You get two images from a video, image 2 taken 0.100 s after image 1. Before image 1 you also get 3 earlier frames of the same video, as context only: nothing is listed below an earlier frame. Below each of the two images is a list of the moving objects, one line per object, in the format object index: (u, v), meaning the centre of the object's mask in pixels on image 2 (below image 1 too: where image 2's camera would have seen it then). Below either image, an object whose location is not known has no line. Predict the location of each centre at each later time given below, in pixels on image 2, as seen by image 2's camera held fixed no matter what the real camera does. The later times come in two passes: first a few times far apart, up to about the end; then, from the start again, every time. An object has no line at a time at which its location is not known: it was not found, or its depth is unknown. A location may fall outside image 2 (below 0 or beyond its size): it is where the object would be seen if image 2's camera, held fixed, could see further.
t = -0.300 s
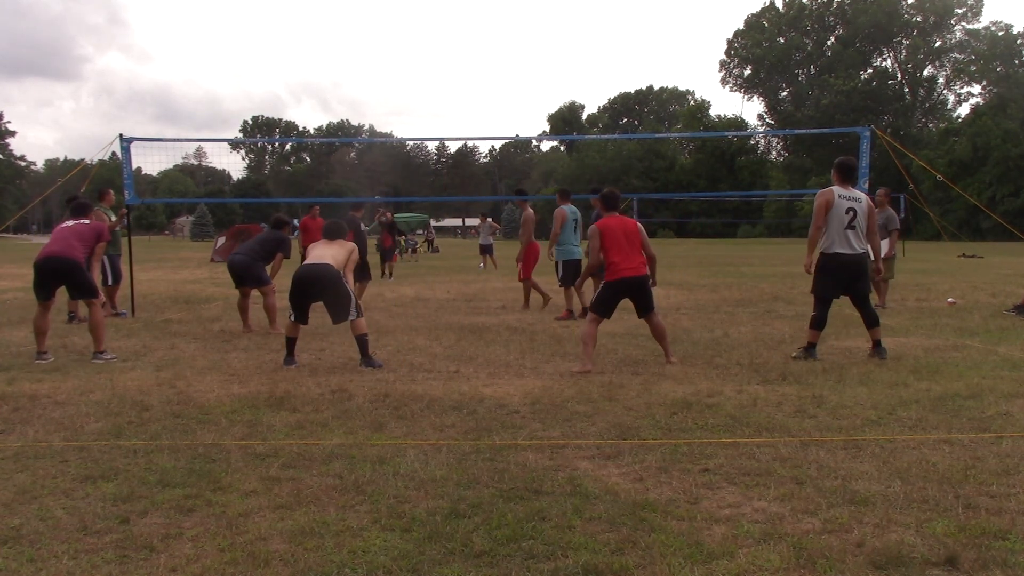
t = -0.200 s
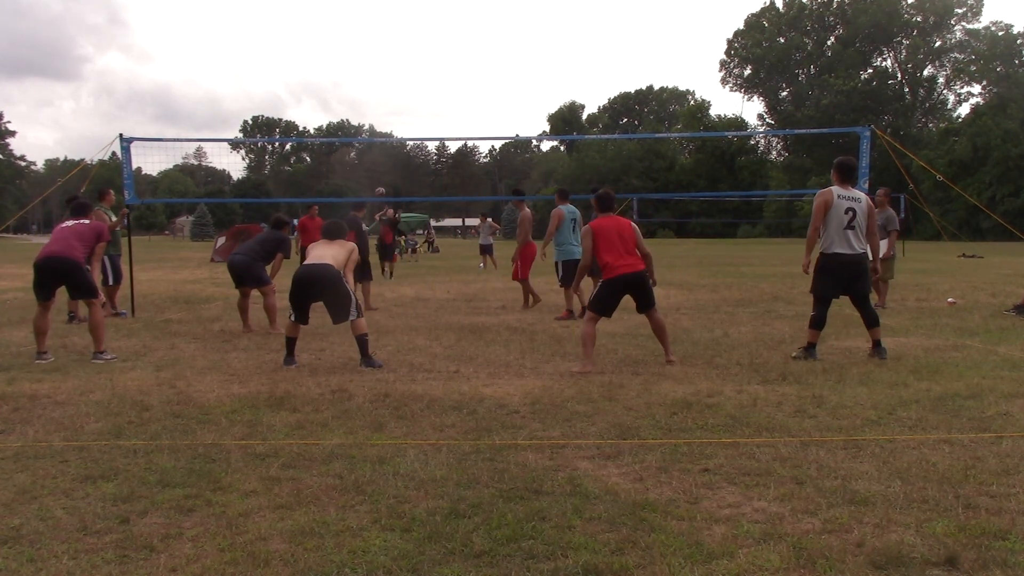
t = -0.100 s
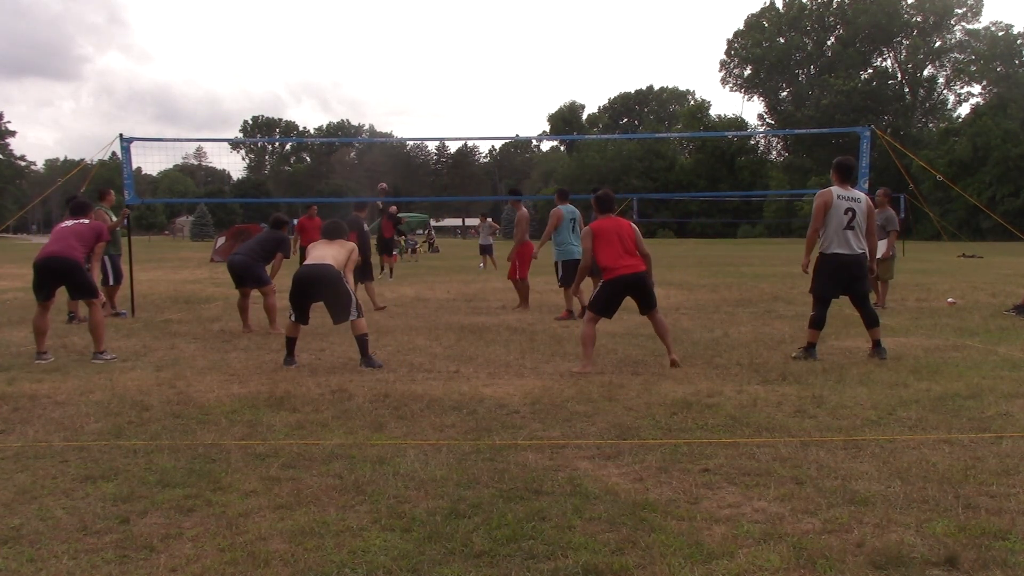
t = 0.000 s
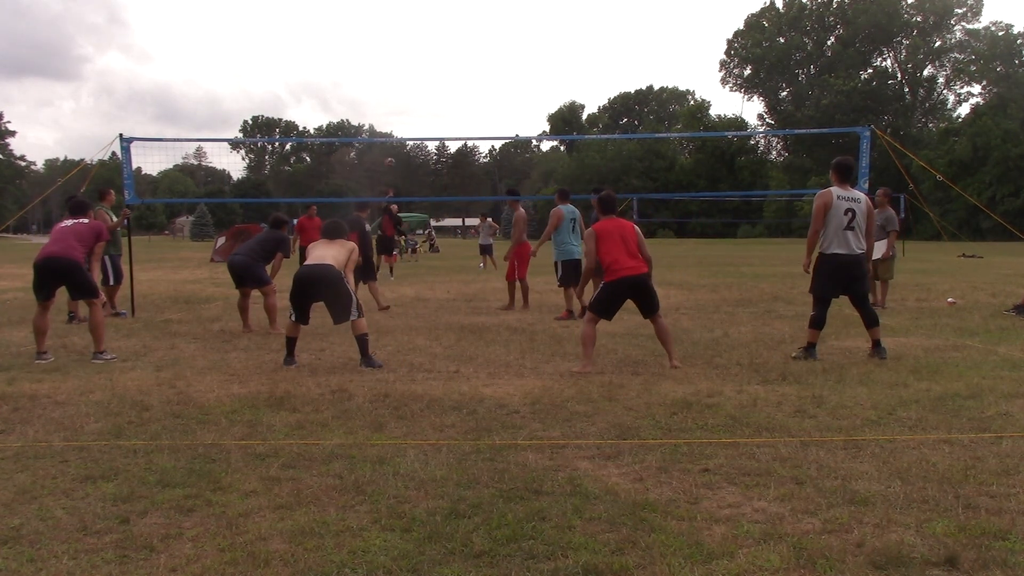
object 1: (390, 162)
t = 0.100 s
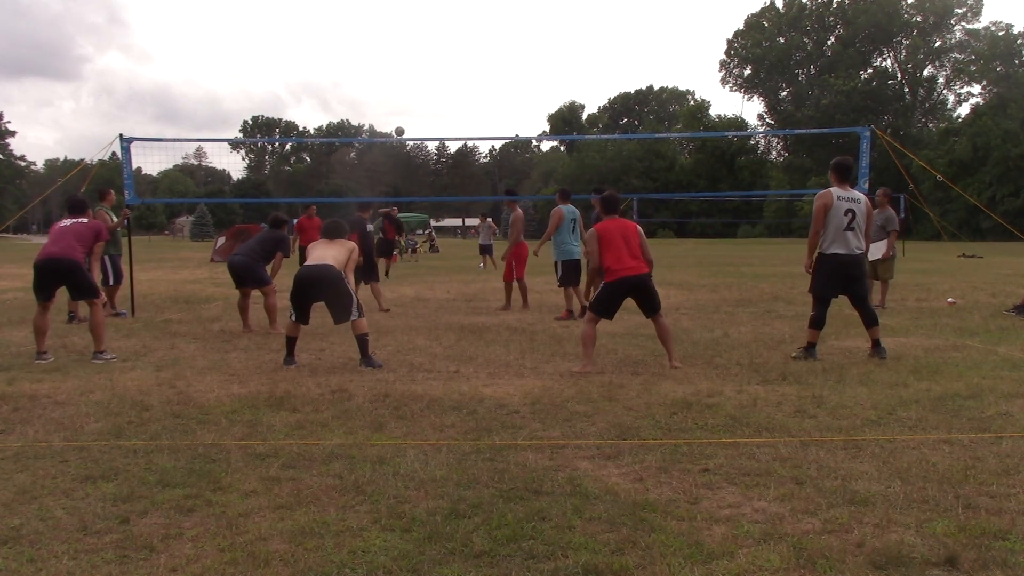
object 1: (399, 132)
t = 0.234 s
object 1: (413, 92)
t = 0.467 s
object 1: (442, 34)
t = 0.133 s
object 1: (403, 121)
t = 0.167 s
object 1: (406, 111)
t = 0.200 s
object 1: (410, 102)
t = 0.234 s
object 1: (413, 92)
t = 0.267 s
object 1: (417, 83)
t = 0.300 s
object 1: (421, 74)
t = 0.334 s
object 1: (425, 65)
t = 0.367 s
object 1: (429, 57)
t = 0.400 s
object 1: (434, 49)
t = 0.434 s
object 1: (438, 41)
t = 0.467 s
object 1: (442, 34)
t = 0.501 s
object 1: (447, 27)
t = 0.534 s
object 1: (452, 21)
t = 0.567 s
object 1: (456, 15)
